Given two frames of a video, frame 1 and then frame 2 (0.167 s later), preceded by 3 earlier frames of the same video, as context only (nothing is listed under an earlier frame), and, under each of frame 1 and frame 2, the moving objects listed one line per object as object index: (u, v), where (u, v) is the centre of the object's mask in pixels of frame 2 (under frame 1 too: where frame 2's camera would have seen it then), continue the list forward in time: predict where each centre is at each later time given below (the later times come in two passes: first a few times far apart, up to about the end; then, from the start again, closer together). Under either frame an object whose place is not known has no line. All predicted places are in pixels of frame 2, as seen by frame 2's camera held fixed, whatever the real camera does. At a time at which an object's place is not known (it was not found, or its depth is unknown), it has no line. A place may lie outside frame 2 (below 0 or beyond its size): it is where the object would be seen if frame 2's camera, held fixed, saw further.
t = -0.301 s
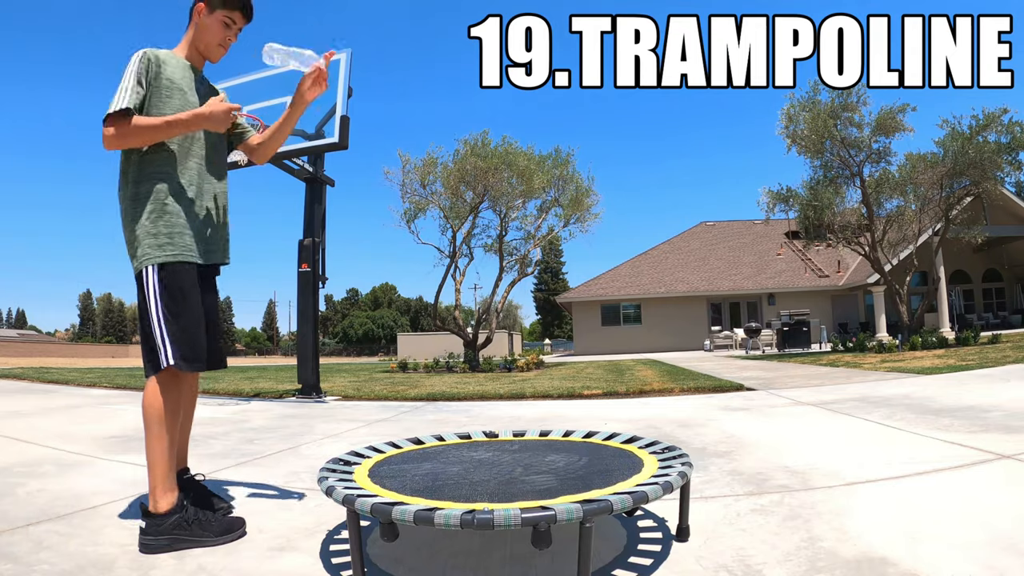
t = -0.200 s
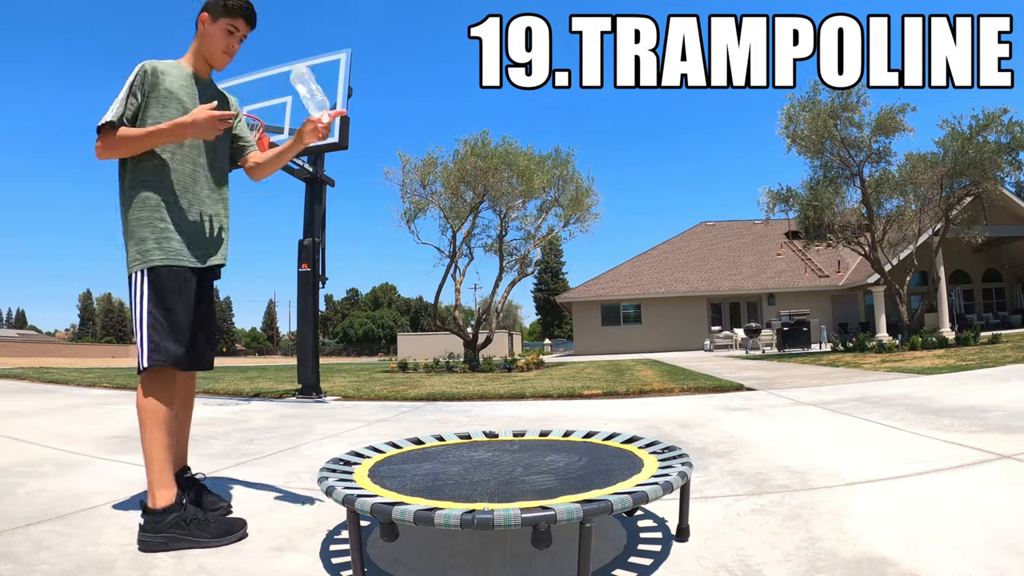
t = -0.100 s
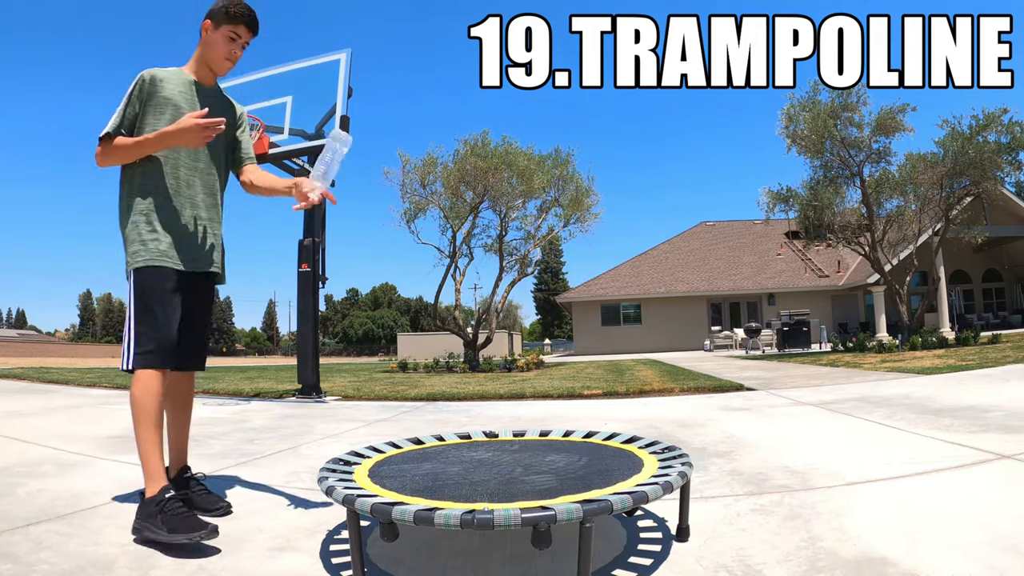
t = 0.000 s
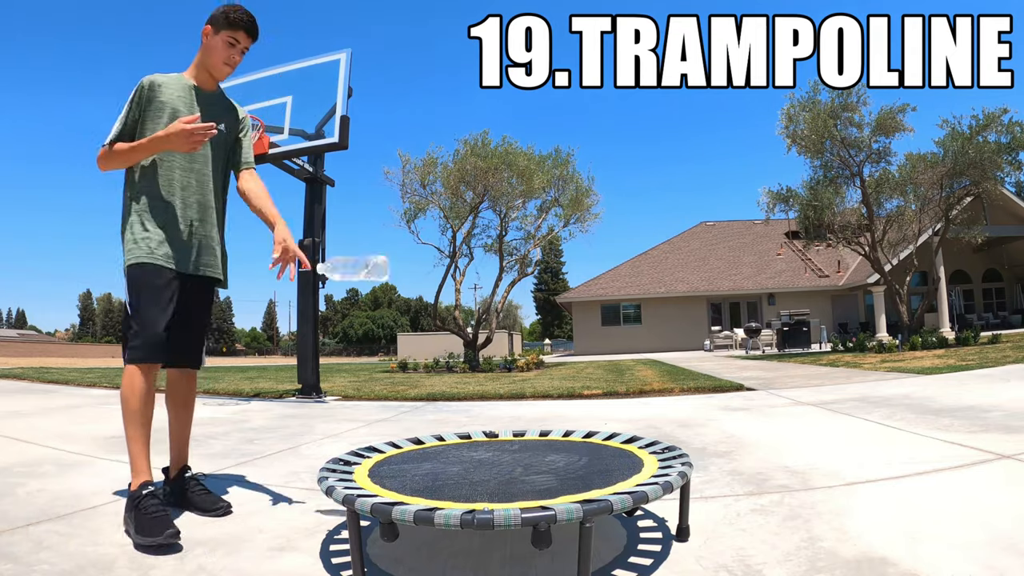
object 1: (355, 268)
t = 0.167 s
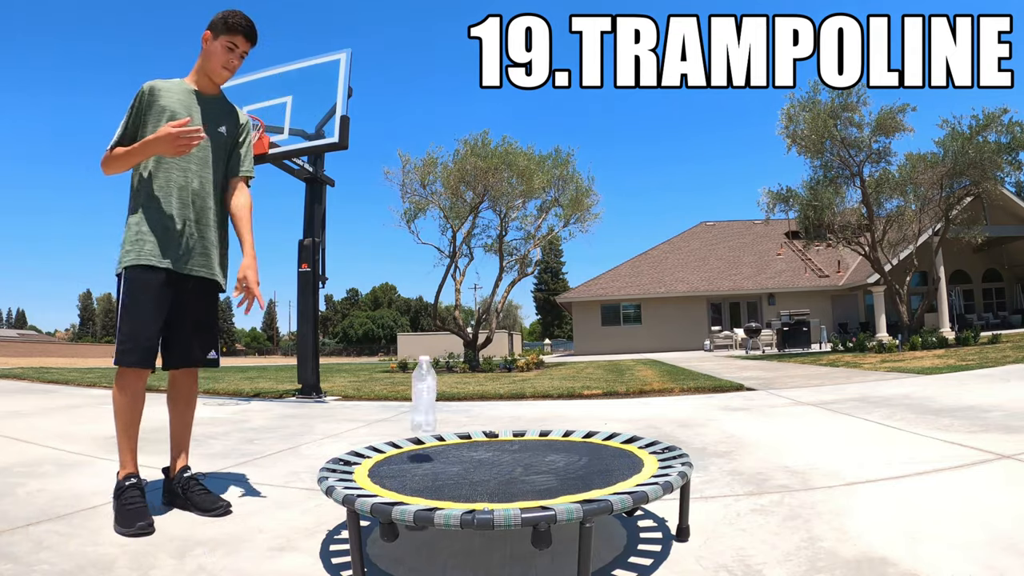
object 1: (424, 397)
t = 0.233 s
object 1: (432, 346)
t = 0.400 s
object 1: (452, 284)
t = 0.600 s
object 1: (478, 343)
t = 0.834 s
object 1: (504, 418)
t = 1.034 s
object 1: (521, 420)
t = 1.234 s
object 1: (533, 420)
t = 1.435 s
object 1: (527, 421)
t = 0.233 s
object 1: (432, 346)
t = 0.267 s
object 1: (436, 325)
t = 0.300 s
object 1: (440, 309)
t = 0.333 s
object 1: (444, 297)
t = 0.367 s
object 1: (448, 289)
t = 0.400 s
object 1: (452, 284)
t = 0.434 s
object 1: (457, 284)
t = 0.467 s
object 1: (461, 288)
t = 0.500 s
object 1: (465, 295)
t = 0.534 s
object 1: (469, 307)
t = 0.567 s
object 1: (473, 323)
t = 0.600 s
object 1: (478, 343)
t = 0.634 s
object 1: (483, 367)
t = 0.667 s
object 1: (488, 395)
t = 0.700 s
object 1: (492, 428)
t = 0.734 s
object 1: (498, 452)
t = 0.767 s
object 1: (497, 441)
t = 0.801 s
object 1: (501, 428)
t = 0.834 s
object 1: (504, 418)
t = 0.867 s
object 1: (507, 413)
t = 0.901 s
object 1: (511, 411)
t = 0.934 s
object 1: (514, 413)
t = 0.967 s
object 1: (518, 420)
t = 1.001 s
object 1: (520, 421)
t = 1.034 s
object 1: (521, 420)
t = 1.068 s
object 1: (521, 421)
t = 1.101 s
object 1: (521, 421)
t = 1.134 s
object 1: (523, 420)
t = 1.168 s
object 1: (527, 421)
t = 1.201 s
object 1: (531, 420)
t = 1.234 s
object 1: (533, 420)
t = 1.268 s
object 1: (533, 420)
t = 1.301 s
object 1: (531, 420)
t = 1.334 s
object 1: (528, 420)
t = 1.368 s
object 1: (525, 421)
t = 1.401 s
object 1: (526, 420)
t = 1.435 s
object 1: (527, 421)
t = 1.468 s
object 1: (527, 420)
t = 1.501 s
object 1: (527, 420)
